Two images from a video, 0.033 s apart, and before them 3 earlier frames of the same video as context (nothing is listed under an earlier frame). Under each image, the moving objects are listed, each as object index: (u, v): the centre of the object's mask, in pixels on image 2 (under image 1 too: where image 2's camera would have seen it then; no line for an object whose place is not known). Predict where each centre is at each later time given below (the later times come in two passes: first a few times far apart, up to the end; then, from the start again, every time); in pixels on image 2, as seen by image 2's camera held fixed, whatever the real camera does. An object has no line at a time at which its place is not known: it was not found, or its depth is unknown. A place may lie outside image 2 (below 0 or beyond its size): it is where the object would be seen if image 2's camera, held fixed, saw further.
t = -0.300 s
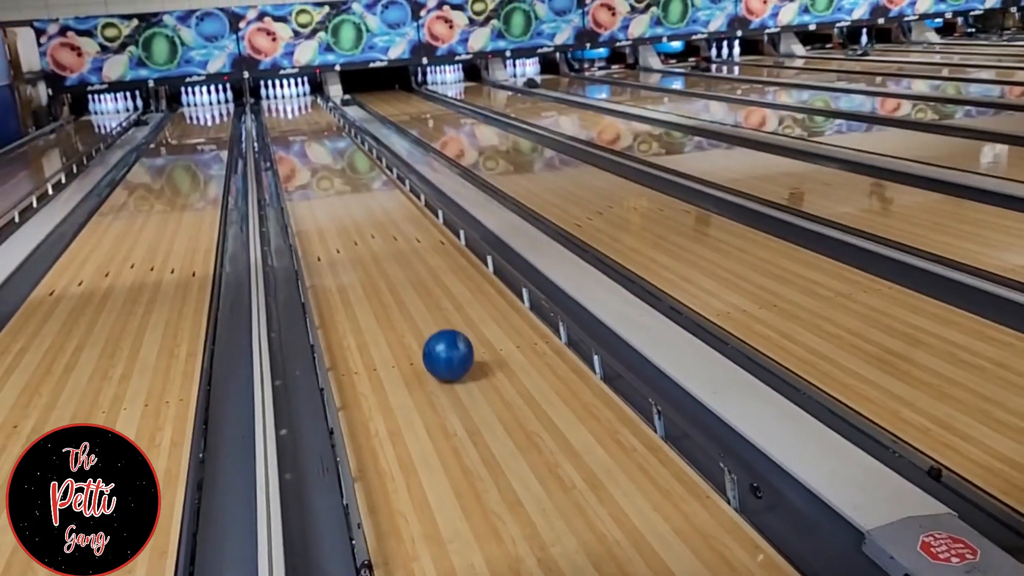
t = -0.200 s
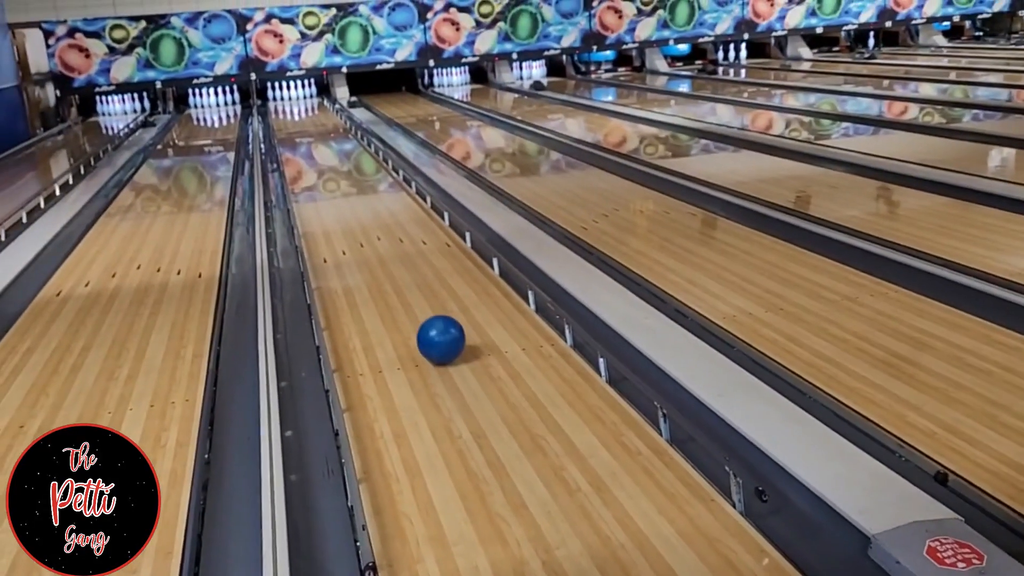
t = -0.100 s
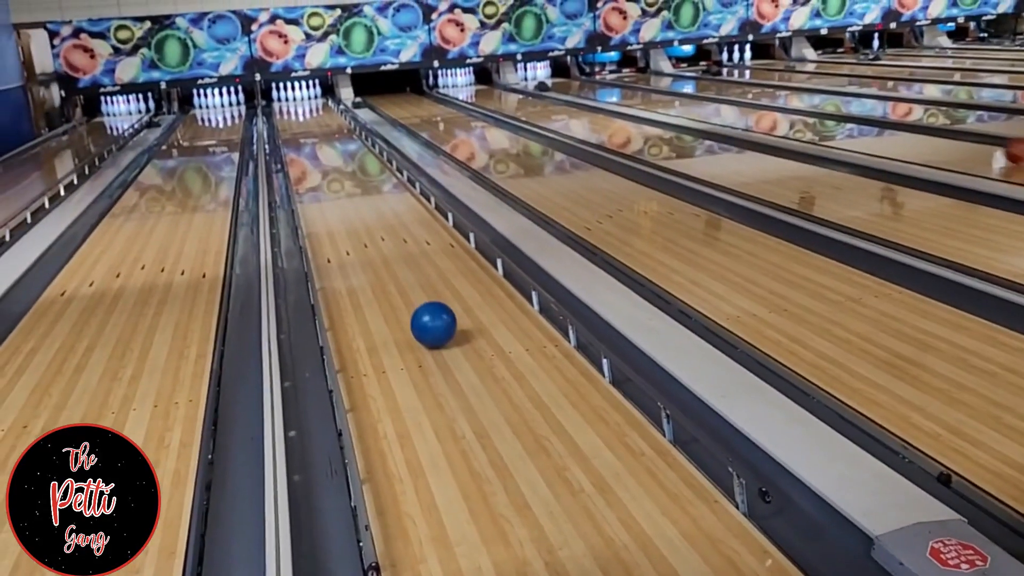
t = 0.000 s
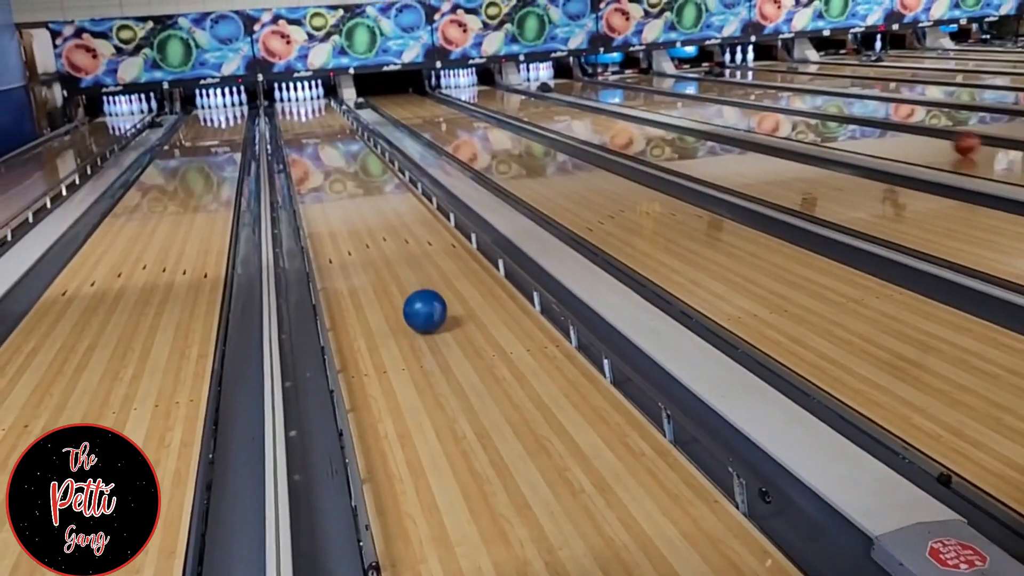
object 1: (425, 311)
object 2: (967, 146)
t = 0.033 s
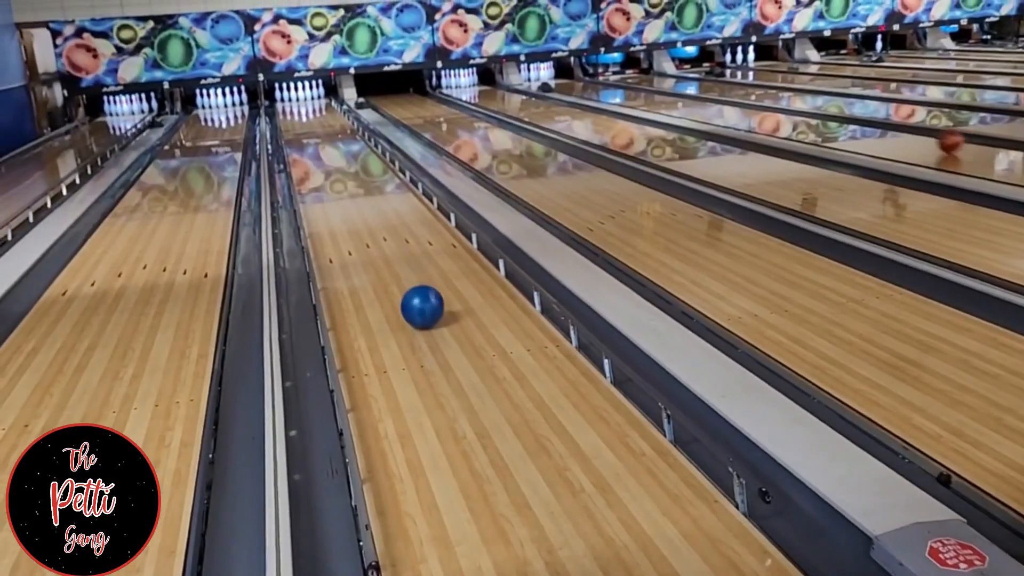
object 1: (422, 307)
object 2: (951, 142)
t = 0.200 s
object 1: (408, 287)
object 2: (879, 130)
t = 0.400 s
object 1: (393, 267)
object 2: (810, 118)
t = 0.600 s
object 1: (379, 250)
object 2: (756, 109)
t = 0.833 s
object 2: (705, 100)
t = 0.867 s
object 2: (698, 99)
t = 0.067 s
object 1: (419, 303)
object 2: (934, 139)
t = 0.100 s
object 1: (416, 299)
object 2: (920, 137)
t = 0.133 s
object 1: (414, 295)
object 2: (905, 134)
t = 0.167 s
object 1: (411, 291)
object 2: (891, 132)
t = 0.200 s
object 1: (408, 287)
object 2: (879, 130)
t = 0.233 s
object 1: (405, 284)
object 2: (866, 127)
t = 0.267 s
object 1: (403, 280)
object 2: (854, 125)
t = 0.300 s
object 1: (400, 277)
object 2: (843, 123)
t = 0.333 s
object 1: (398, 274)
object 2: (831, 121)
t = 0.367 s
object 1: (395, 270)
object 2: (820, 120)
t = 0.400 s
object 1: (393, 267)
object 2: (810, 118)
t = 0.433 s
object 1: (391, 264)
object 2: (801, 117)
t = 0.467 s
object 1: (388, 261)
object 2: (791, 115)
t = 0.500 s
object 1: (386, 258)
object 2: (782, 113)
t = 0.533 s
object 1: (384, 255)
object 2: (774, 112)
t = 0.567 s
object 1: (382, 253)
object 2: (765, 110)
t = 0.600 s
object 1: (379, 250)
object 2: (756, 109)
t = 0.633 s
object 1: (377, 247)
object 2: (748, 107)
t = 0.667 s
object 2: (740, 106)
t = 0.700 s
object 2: (732, 104)
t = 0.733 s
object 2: (725, 103)
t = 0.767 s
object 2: (717, 102)
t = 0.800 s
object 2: (712, 101)
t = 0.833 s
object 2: (705, 100)
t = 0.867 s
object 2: (698, 99)
